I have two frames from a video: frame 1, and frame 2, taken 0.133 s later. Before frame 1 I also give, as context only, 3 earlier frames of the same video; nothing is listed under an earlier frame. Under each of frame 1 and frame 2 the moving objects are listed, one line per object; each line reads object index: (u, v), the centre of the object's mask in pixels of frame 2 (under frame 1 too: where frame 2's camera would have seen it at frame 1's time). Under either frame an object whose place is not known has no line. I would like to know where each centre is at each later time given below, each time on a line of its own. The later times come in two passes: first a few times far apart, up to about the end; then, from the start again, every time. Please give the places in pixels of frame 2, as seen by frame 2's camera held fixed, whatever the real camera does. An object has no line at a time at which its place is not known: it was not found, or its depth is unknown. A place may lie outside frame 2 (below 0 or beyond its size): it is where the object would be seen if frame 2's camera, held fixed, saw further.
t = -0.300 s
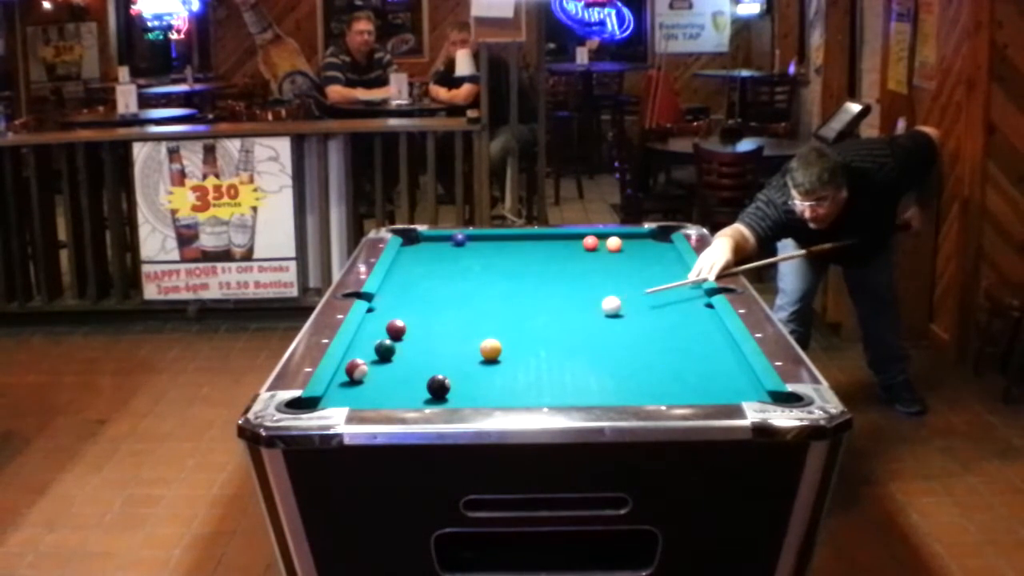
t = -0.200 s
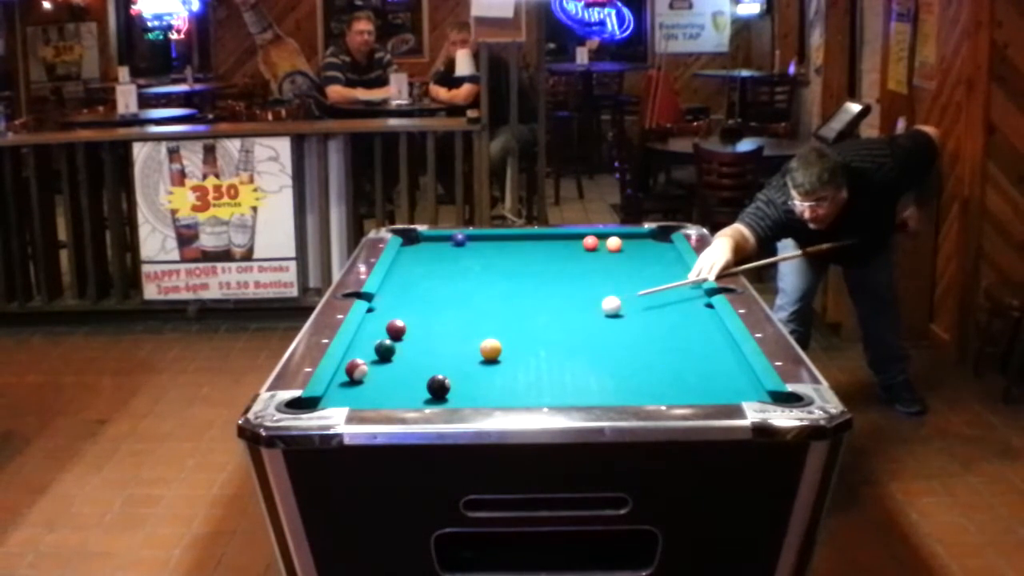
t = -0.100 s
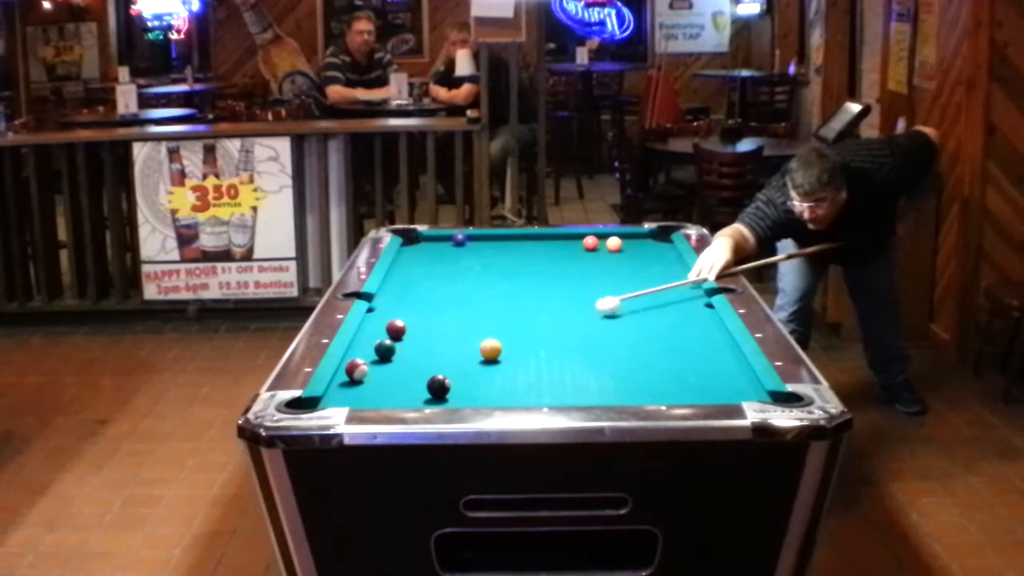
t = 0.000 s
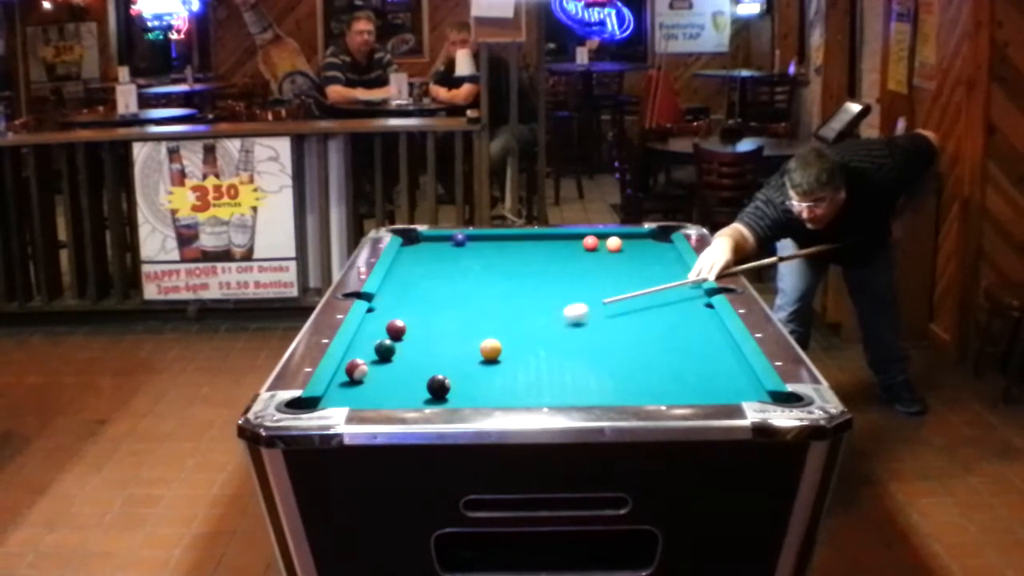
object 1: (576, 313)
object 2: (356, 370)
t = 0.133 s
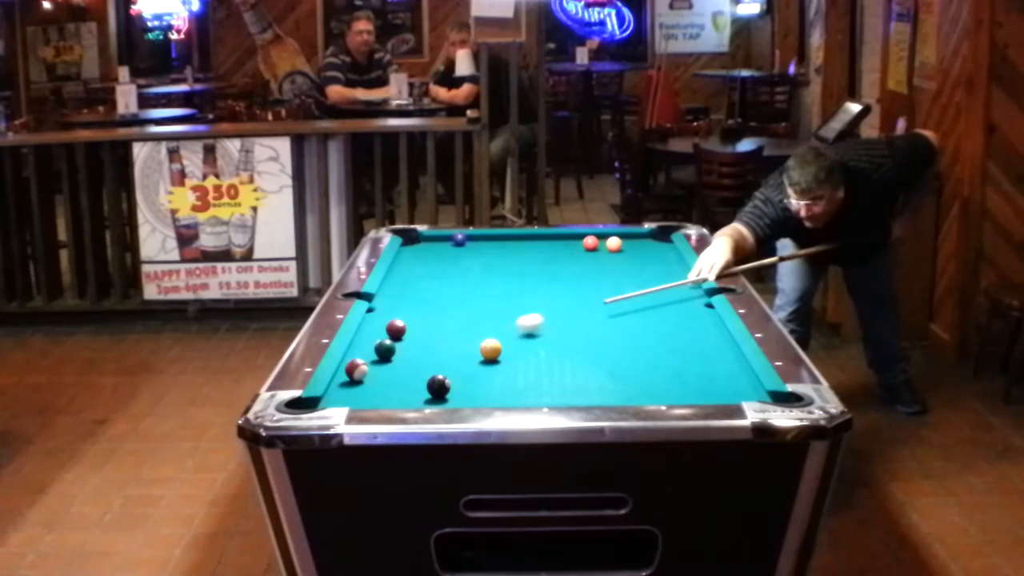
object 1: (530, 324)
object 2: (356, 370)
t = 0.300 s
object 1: (470, 337)
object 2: (356, 369)
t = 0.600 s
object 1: (356, 358)
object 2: (352, 373)
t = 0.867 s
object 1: (387, 360)
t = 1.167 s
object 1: (425, 358)
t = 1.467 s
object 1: (460, 357)
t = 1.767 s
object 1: (490, 356)
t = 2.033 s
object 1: (514, 356)
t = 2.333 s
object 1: (539, 355)
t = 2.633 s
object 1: (559, 354)
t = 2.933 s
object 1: (575, 354)
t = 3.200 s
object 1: (588, 354)
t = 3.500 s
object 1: (598, 353)
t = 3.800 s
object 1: (604, 353)
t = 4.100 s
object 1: (607, 353)
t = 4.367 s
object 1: (607, 353)
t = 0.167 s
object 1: (518, 327)
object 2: (356, 370)
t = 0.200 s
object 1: (507, 329)
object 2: (356, 369)
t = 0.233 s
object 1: (494, 330)
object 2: (356, 370)
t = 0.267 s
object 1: (482, 333)
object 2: (356, 370)
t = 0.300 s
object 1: (470, 337)
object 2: (356, 369)
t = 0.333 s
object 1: (457, 340)
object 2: (356, 369)
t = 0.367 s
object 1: (444, 343)
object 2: (356, 369)
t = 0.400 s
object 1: (431, 347)
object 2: (356, 370)
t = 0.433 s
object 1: (419, 350)
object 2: (356, 369)
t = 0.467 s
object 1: (404, 353)
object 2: (356, 370)
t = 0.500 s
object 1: (391, 355)
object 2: (356, 369)
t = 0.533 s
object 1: (379, 358)
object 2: (356, 369)
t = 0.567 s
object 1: (368, 358)
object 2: (356, 370)
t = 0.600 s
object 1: (356, 358)
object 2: (352, 373)
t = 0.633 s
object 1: (354, 359)
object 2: (349, 374)
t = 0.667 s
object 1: (359, 361)
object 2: (345, 378)
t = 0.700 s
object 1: (364, 361)
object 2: (342, 381)
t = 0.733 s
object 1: (369, 361)
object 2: (342, 383)
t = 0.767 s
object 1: (373, 361)
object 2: (342, 385)
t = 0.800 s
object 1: (378, 361)
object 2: (342, 387)
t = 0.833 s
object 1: (382, 360)
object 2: (342, 389)
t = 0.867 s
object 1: (387, 360)
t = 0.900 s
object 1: (391, 360)
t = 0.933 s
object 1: (395, 360)
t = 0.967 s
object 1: (400, 360)
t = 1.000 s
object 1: (404, 359)
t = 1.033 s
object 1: (408, 359)
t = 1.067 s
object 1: (413, 359)
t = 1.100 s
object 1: (417, 359)
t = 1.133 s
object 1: (421, 359)
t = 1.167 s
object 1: (425, 358)
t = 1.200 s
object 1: (429, 358)
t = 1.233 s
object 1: (433, 358)
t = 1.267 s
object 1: (437, 358)
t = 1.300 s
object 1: (441, 357)
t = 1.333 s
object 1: (445, 357)
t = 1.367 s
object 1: (448, 357)
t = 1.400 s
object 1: (452, 357)
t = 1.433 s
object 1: (456, 357)
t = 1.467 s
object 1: (460, 357)
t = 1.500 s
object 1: (463, 357)
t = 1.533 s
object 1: (467, 357)
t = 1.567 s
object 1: (470, 357)
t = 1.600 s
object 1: (474, 356)
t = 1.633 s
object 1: (477, 357)
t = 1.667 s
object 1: (481, 356)
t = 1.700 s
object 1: (484, 356)
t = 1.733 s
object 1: (487, 356)
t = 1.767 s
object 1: (490, 356)
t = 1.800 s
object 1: (493, 356)
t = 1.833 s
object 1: (496, 356)
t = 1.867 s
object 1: (499, 356)
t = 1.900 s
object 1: (503, 356)
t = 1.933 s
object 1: (506, 356)
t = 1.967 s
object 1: (509, 356)
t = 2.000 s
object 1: (512, 355)
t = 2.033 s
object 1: (514, 356)
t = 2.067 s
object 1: (518, 355)
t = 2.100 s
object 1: (520, 355)
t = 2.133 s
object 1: (523, 355)
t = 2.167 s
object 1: (526, 355)
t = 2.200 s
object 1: (529, 355)
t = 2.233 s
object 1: (531, 355)
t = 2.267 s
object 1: (534, 355)
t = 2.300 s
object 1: (536, 355)
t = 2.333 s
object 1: (539, 355)
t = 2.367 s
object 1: (541, 355)
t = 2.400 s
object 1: (543, 355)
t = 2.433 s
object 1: (546, 354)
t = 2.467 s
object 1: (548, 355)
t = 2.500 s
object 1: (550, 355)
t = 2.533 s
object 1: (552, 354)
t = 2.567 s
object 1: (554, 354)
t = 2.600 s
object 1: (556, 354)
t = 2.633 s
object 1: (559, 354)
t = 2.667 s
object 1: (561, 354)
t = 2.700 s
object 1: (563, 354)
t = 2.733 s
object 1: (565, 354)
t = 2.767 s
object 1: (566, 354)
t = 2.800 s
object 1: (568, 354)
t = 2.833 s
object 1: (570, 354)
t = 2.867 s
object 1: (572, 354)
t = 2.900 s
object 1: (574, 354)
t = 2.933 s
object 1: (575, 354)
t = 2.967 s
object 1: (577, 354)
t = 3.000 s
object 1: (579, 354)
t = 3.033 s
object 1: (580, 354)
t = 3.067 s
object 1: (582, 354)
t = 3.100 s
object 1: (583, 354)
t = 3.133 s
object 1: (585, 354)
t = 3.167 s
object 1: (586, 354)
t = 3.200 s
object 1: (588, 354)
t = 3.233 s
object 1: (589, 353)
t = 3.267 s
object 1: (590, 354)
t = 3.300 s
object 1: (591, 353)
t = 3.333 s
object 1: (593, 353)
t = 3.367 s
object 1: (594, 353)
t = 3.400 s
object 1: (595, 353)
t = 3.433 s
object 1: (596, 353)
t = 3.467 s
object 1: (597, 353)
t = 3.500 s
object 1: (598, 353)
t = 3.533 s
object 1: (599, 353)
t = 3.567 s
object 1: (599, 353)
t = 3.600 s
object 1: (601, 353)
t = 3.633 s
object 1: (601, 353)
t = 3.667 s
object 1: (602, 353)
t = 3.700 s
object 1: (602, 353)
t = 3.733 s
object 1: (603, 353)
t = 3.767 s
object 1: (604, 353)
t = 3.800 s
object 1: (604, 353)
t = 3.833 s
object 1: (605, 353)
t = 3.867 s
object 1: (605, 353)
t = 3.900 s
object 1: (605, 353)
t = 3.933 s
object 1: (606, 353)
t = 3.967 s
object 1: (606, 353)
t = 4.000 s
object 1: (606, 353)
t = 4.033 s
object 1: (606, 353)
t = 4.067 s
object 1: (607, 353)
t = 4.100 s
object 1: (607, 353)
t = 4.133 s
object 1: (607, 353)
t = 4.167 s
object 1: (607, 353)
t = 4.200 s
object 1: (607, 353)
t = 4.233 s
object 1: (607, 353)
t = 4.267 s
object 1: (607, 353)
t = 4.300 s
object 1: (607, 353)
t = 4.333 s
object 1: (607, 353)
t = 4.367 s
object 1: (607, 353)
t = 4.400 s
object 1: (607, 353)
